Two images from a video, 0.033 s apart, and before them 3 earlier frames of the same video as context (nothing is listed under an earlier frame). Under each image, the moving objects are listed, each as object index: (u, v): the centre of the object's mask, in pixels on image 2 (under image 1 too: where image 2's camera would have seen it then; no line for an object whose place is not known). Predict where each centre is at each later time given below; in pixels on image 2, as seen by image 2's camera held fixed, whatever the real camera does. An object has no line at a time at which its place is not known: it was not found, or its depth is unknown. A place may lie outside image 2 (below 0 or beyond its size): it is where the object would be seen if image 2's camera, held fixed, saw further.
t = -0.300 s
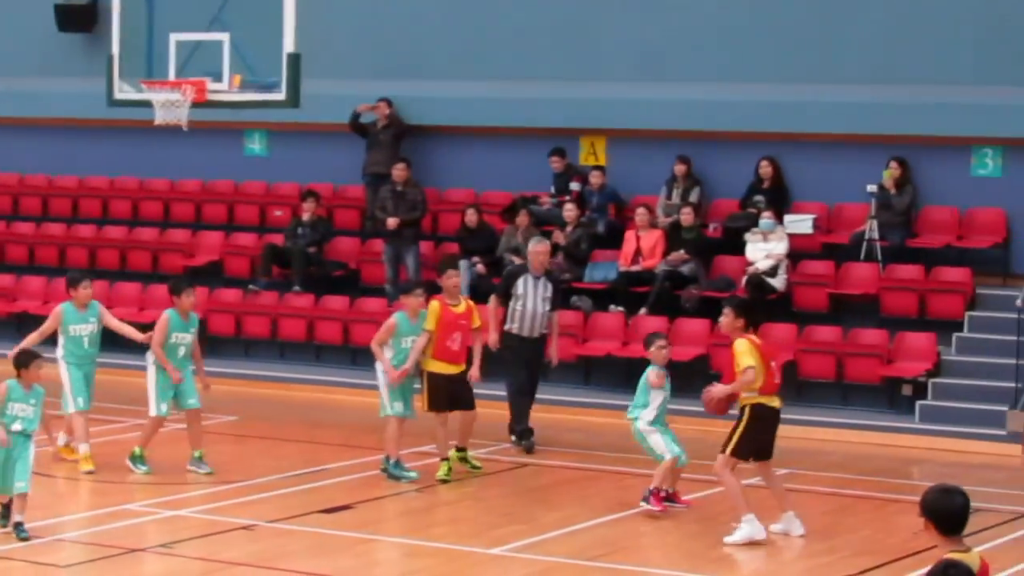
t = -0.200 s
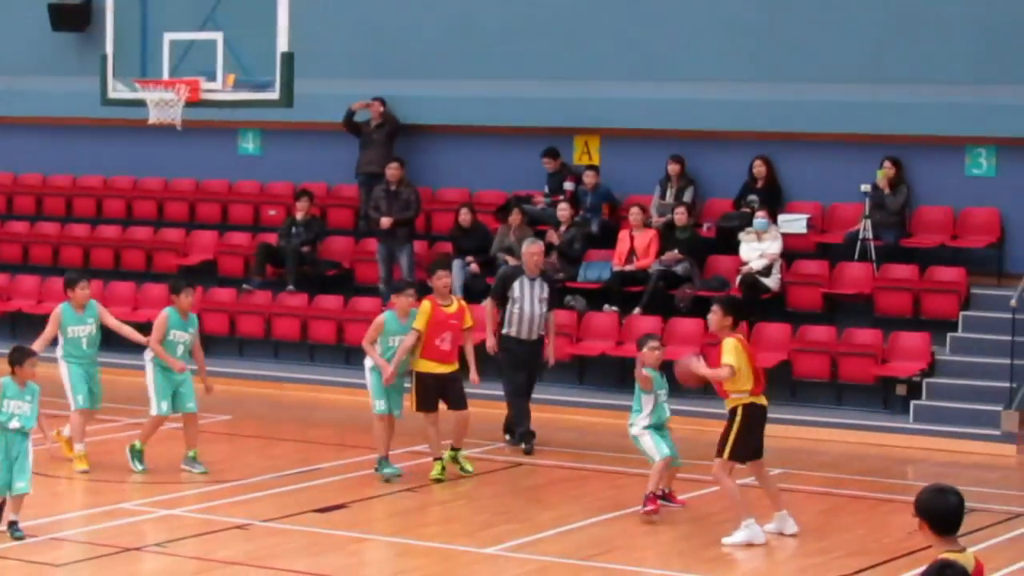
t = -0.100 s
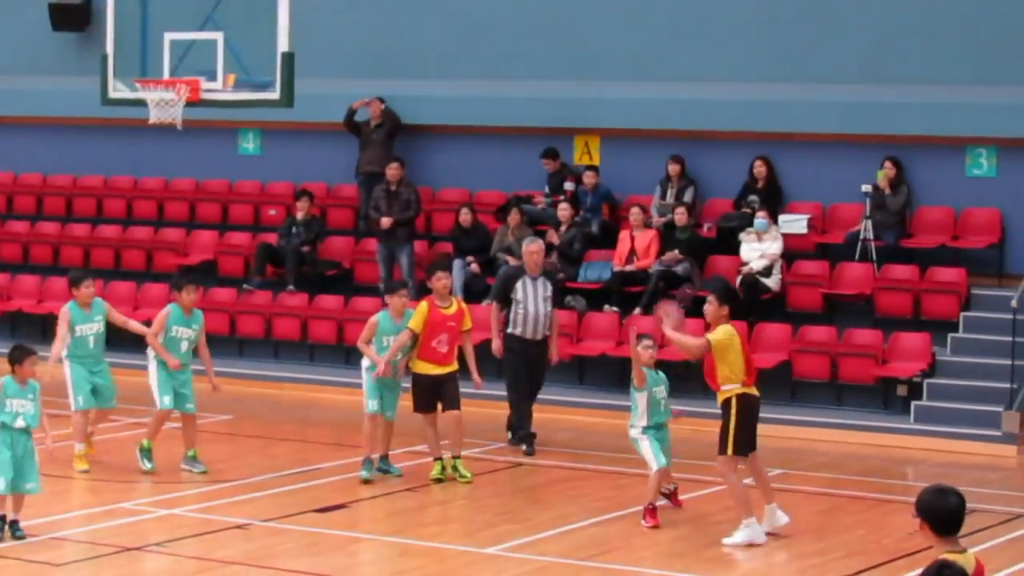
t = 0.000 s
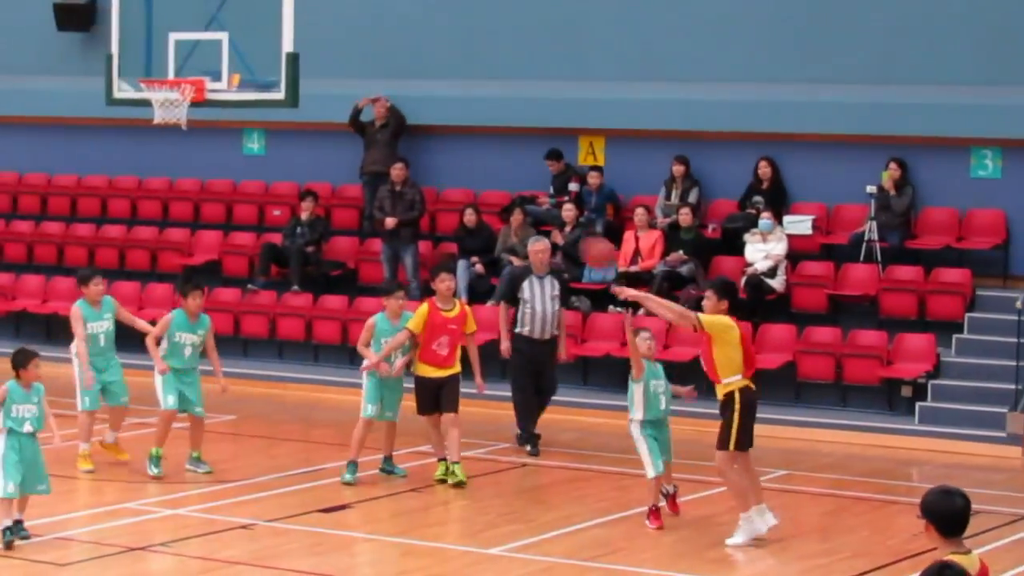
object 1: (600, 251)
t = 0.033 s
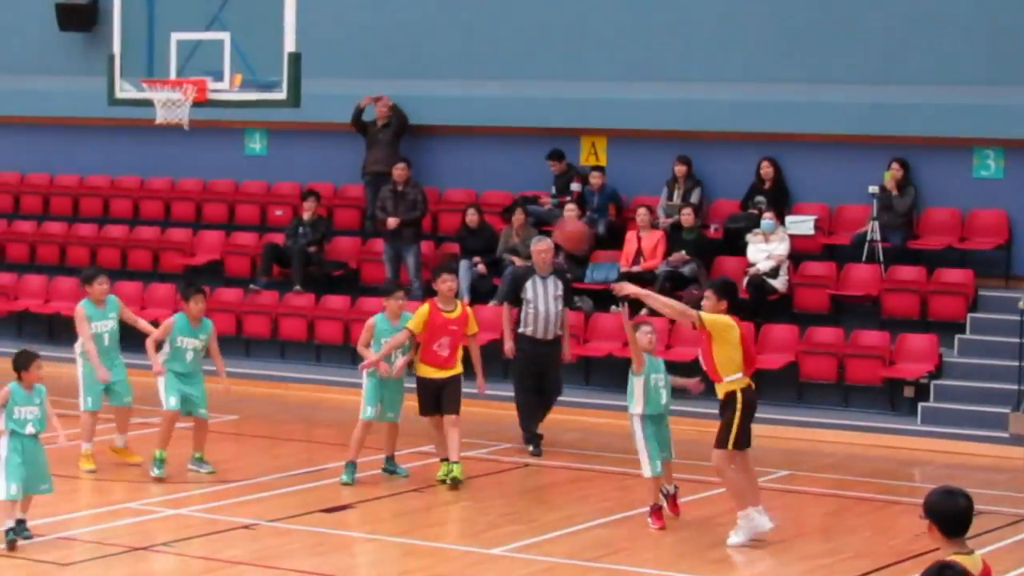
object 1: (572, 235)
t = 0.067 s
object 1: (542, 213)
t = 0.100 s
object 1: (513, 196)
